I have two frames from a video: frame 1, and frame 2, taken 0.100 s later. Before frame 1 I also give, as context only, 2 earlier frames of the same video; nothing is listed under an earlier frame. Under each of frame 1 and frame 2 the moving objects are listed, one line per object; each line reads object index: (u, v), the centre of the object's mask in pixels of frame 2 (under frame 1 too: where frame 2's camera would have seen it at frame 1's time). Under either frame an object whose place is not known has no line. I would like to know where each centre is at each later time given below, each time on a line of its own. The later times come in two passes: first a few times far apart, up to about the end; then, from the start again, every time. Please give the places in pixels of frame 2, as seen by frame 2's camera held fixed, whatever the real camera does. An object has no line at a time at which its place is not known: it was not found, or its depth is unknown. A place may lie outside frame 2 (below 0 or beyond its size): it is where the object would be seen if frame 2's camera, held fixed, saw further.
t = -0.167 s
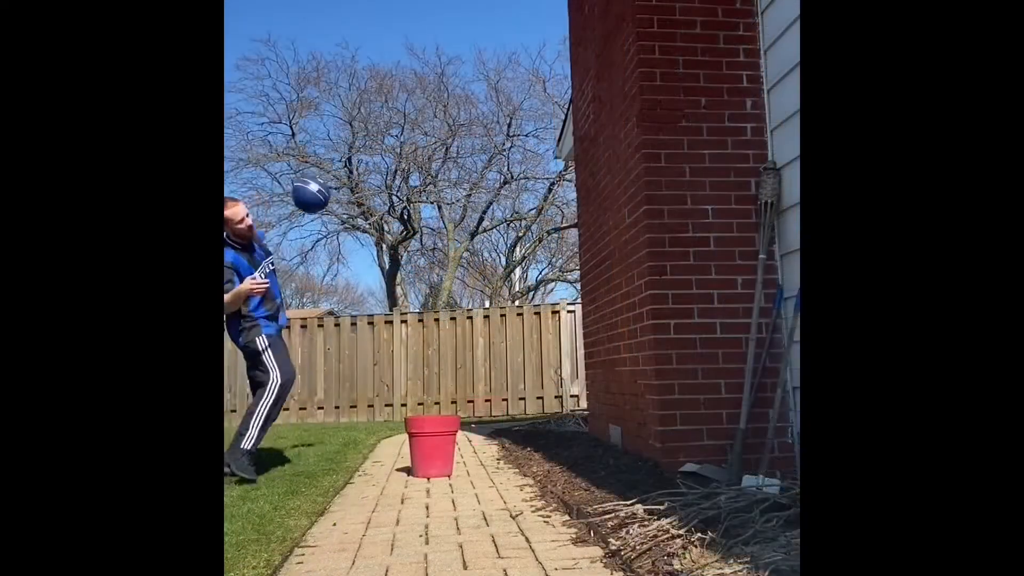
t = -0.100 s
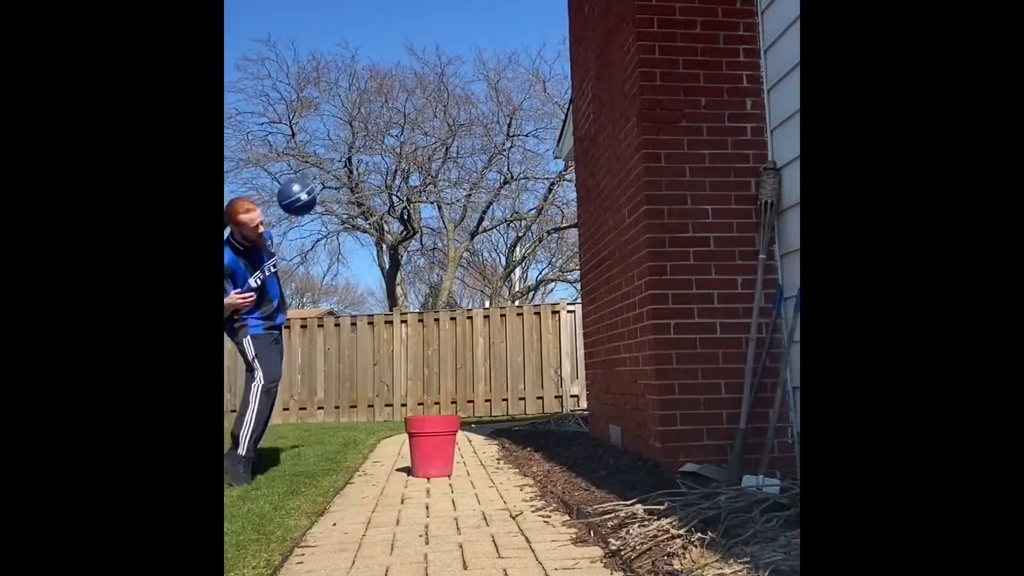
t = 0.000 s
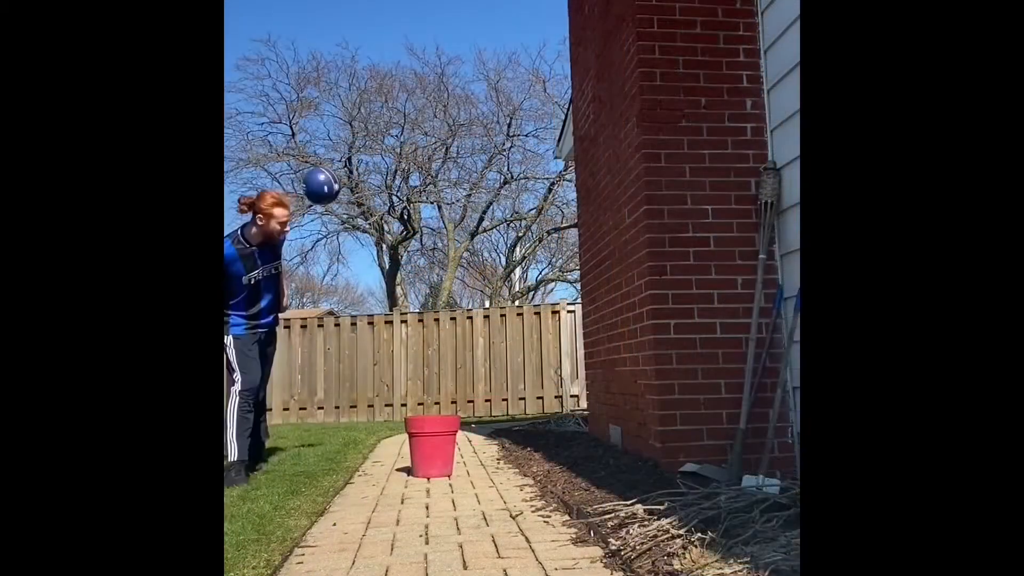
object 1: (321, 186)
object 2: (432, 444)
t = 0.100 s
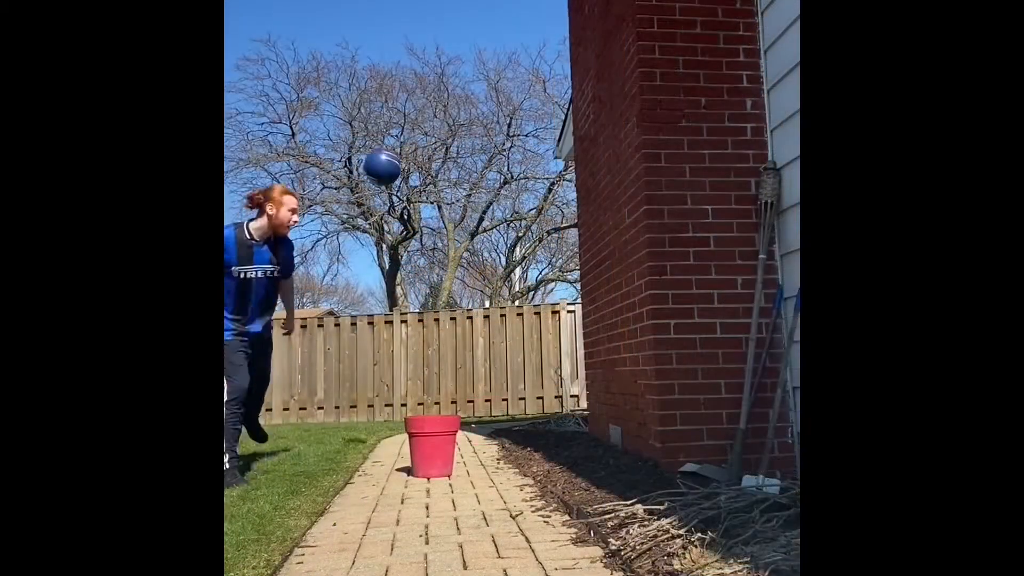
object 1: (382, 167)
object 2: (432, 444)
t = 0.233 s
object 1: (462, 167)
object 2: (432, 444)
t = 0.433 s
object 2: (432, 444)
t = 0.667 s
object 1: (492, 329)
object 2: (432, 444)
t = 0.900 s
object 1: (417, 408)
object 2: (425, 439)
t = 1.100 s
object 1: (427, 410)
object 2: (422, 447)
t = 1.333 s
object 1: (419, 411)
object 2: (418, 447)
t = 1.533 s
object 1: (414, 417)
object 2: (418, 447)
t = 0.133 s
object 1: (402, 164)
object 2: (432, 444)
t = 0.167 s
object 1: (423, 163)
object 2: (432, 444)
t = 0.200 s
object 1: (442, 164)
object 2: (432, 444)
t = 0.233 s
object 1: (462, 167)
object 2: (432, 444)
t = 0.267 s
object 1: (481, 172)
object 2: (432, 444)
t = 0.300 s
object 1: (501, 178)
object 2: (432, 444)
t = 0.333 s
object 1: (520, 186)
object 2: (432, 444)
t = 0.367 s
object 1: (540, 196)
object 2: (432, 444)
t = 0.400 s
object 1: (561, 208)
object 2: (432, 444)
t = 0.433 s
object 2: (432, 444)
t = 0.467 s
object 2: (432, 444)
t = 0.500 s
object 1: (569, 243)
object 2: (432, 444)
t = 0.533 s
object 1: (554, 256)
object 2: (432, 444)
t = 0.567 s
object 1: (539, 272)
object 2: (432, 444)
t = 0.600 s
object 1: (523, 288)
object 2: (432, 444)
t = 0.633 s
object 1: (508, 308)
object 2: (432, 444)
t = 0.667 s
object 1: (492, 329)
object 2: (432, 444)
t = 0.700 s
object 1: (477, 354)
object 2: (432, 444)
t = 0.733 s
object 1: (461, 380)
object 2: (432, 444)
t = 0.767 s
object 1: (445, 403)
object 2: (432, 445)
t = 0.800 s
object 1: (428, 408)
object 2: (434, 445)
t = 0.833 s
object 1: (420, 410)
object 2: (430, 444)
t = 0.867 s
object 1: (417, 409)
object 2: (427, 441)
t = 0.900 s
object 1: (417, 408)
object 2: (425, 439)
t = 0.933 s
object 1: (418, 406)
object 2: (423, 438)
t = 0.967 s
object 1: (419, 406)
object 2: (423, 438)
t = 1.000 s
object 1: (422, 406)
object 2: (424, 438)
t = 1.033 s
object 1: (424, 406)
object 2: (424, 440)
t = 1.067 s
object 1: (427, 408)
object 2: (424, 444)
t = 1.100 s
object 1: (427, 410)
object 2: (422, 447)
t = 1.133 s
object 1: (424, 411)
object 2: (420, 446)
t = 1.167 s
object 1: (419, 412)
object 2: (421, 447)
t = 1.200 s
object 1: (414, 412)
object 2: (421, 446)
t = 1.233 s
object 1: (411, 412)
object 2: (419, 446)
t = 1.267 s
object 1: (411, 412)
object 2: (418, 446)
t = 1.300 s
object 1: (414, 411)
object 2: (418, 446)
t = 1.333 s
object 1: (419, 411)
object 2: (418, 447)
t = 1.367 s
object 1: (422, 412)
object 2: (419, 447)
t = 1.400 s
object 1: (425, 413)
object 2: (419, 447)
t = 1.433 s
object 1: (423, 414)
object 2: (419, 447)
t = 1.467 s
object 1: (419, 415)
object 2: (419, 447)
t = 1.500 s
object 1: (414, 416)
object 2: (418, 447)
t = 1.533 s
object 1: (414, 417)
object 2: (418, 447)
